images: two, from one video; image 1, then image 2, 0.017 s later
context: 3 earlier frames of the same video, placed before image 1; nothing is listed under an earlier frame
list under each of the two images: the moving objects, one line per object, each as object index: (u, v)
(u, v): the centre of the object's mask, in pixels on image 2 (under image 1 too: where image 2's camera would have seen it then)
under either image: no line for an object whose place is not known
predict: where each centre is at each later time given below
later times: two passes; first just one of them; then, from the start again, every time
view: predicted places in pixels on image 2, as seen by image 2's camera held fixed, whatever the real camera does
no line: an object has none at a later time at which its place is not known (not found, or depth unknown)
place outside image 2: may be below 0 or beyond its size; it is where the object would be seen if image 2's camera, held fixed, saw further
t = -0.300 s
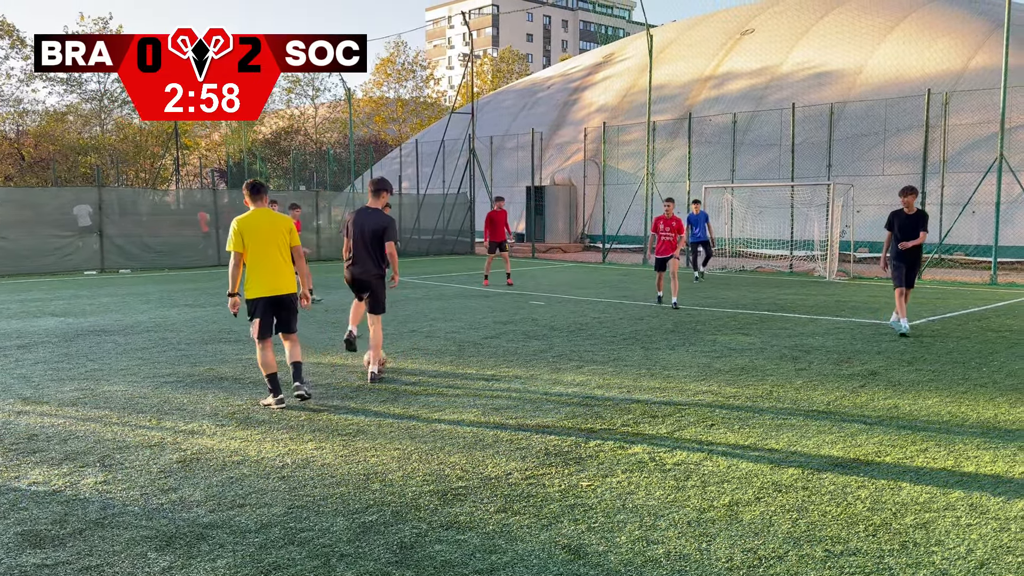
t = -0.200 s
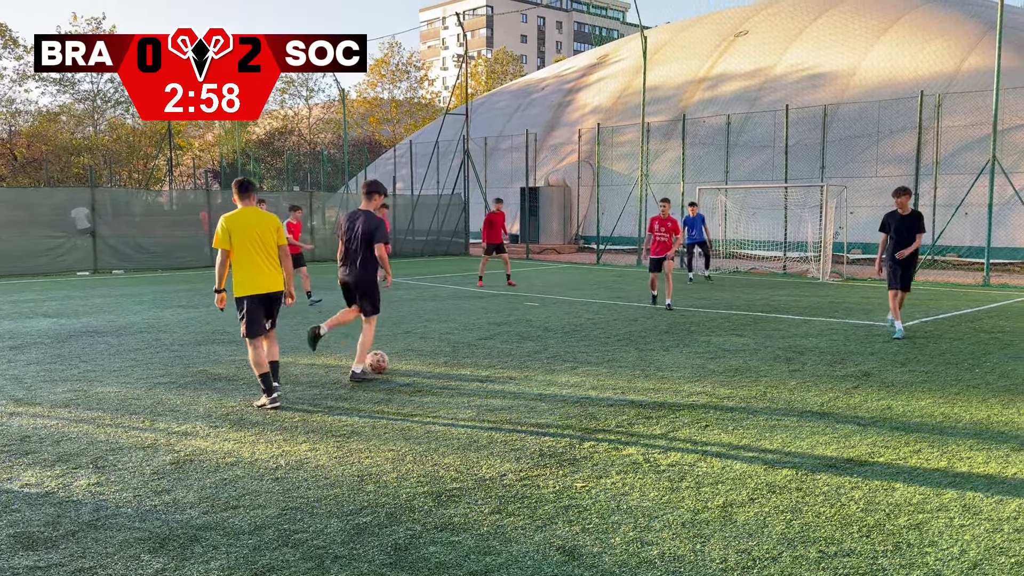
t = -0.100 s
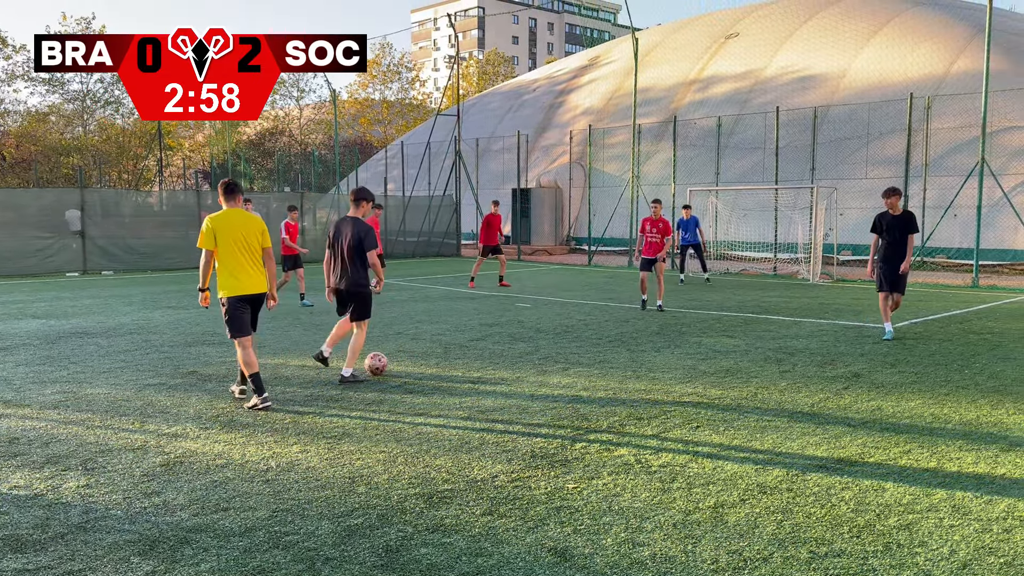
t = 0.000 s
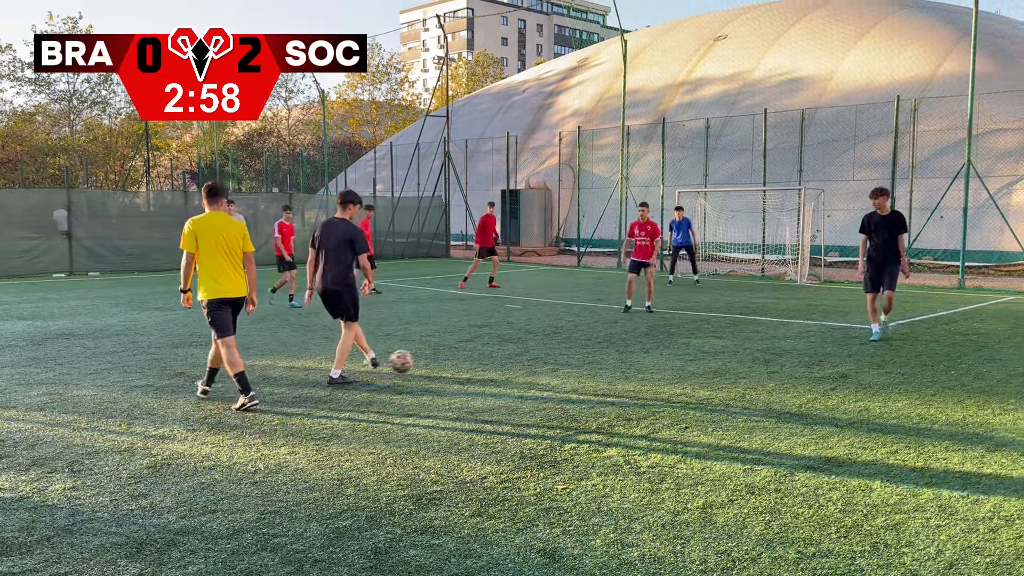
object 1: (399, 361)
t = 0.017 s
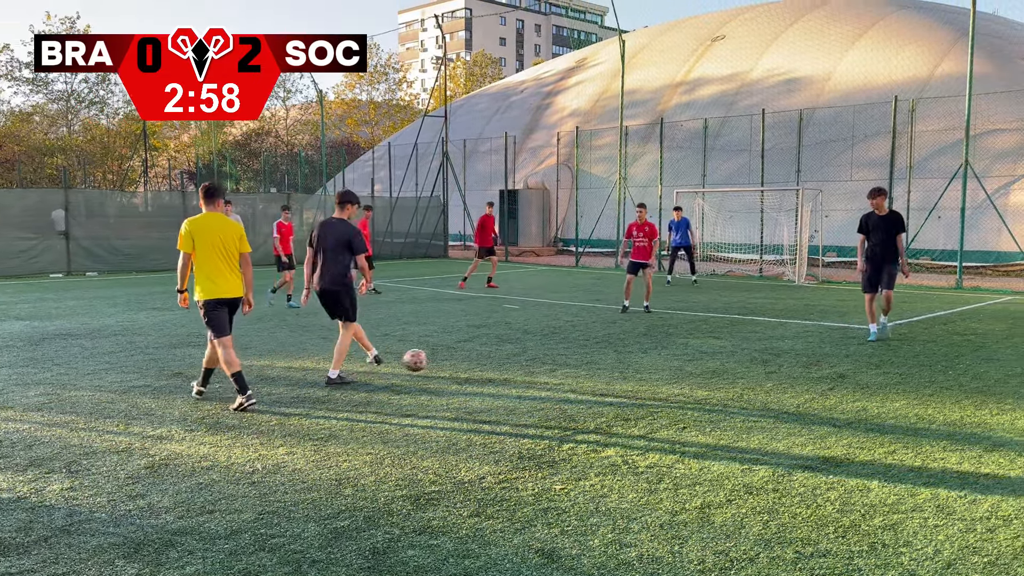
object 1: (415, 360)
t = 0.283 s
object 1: (637, 355)
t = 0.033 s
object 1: (430, 359)
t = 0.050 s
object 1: (446, 357)
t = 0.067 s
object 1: (461, 357)
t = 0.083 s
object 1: (476, 357)
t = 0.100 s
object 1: (492, 357)
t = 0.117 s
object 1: (506, 358)
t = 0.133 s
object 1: (521, 358)
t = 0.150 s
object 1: (535, 359)
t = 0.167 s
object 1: (549, 359)
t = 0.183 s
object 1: (562, 357)
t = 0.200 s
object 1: (575, 357)
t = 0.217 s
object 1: (587, 355)
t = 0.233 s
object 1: (600, 355)
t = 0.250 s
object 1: (613, 355)
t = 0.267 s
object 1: (625, 355)
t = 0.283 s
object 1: (637, 355)
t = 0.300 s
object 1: (649, 355)
